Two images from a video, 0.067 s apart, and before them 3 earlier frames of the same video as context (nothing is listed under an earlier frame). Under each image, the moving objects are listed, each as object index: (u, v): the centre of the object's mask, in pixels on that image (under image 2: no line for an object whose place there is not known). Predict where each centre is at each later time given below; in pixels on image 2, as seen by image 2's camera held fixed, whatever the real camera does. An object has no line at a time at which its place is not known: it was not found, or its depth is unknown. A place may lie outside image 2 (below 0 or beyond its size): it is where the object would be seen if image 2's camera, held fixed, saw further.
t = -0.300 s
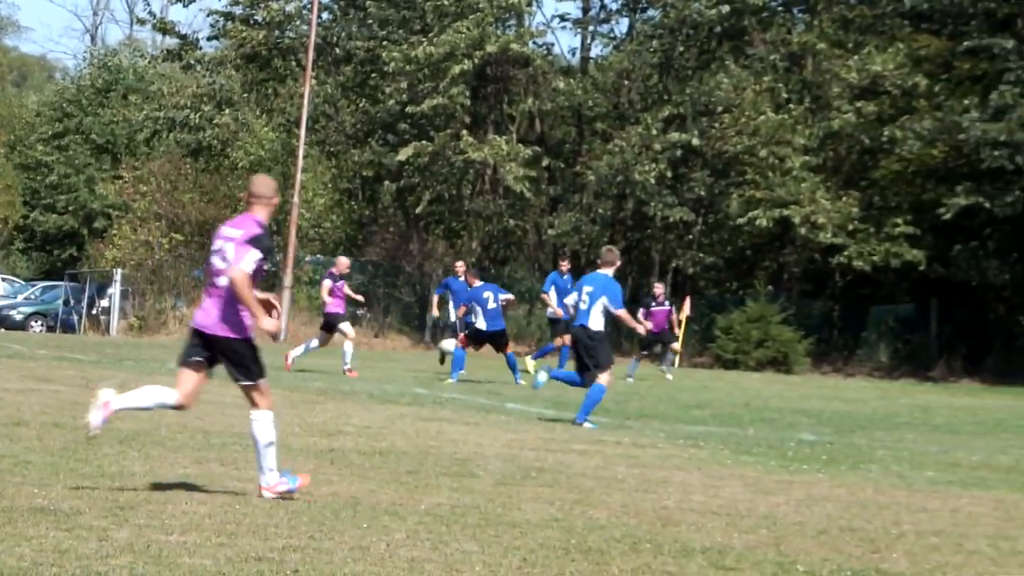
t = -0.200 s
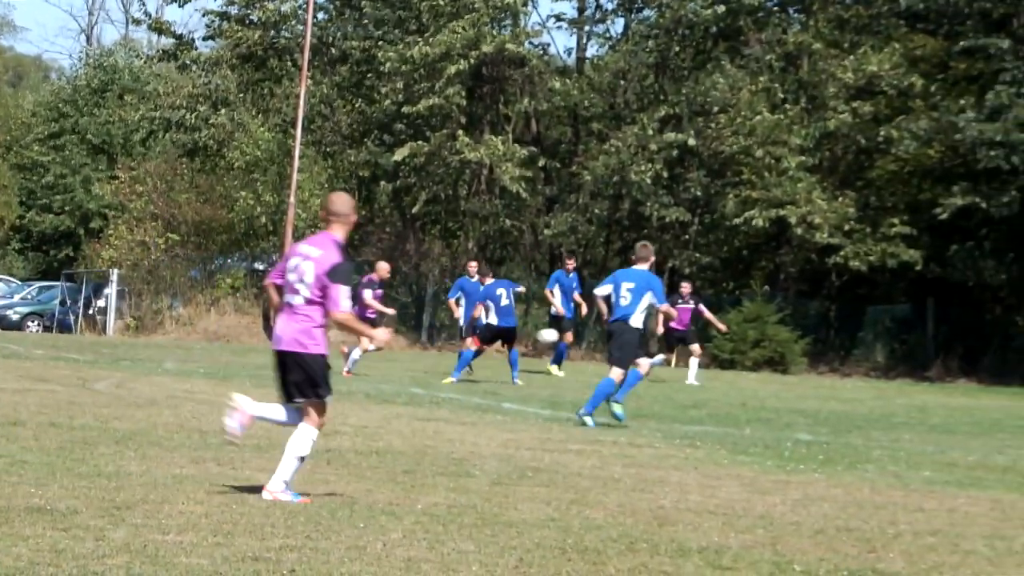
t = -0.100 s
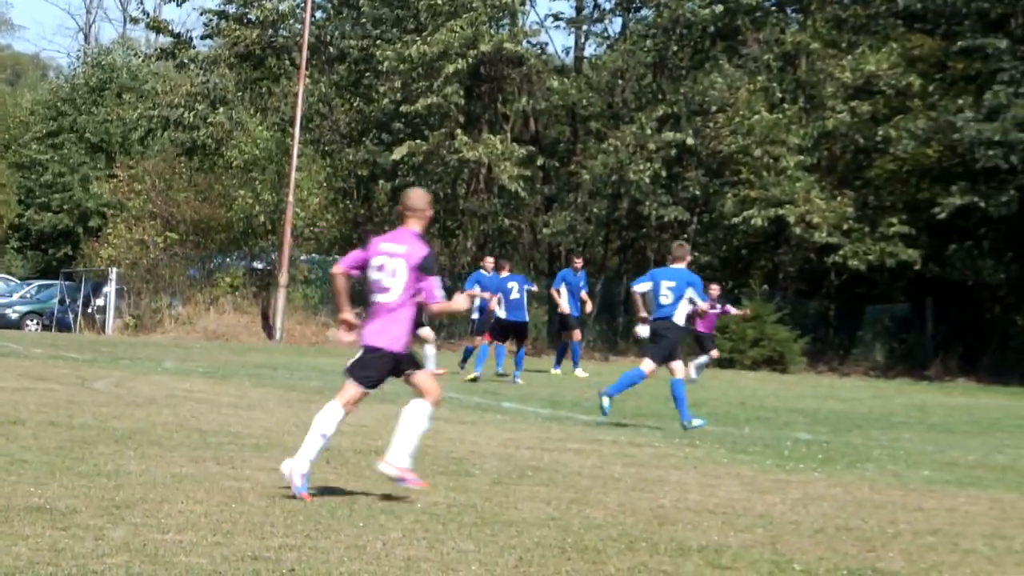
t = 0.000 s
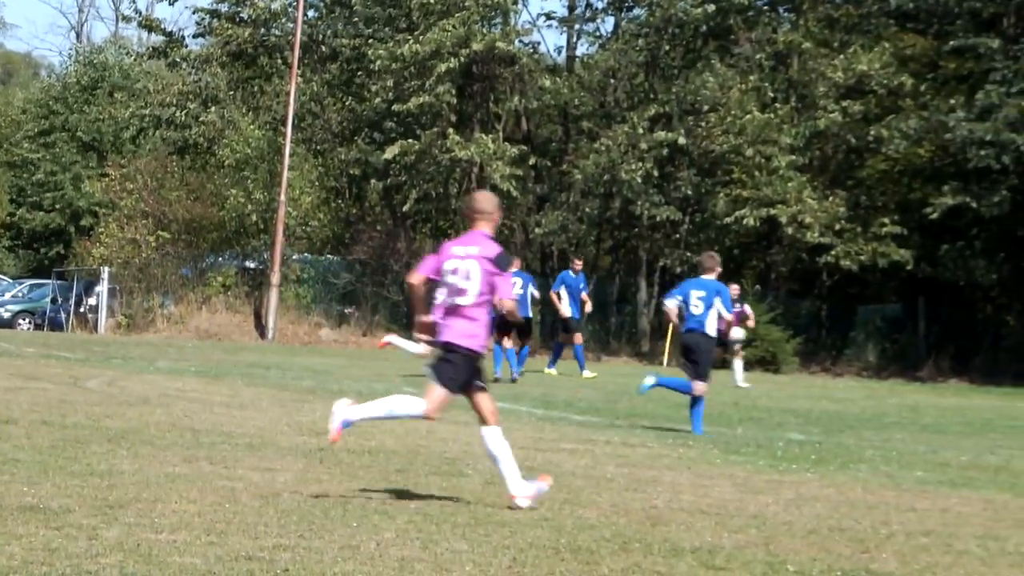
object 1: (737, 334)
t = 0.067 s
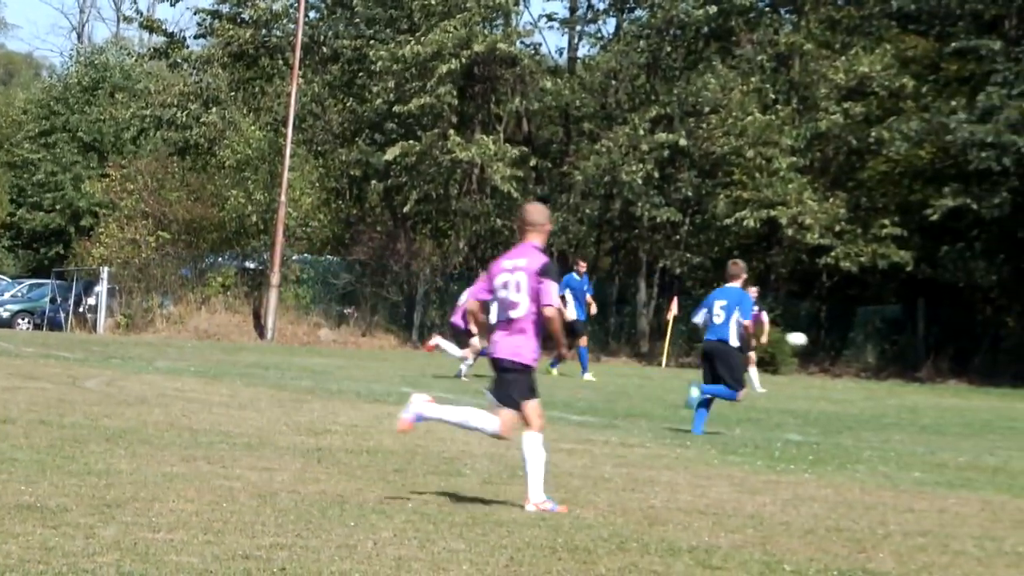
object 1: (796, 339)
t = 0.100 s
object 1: (826, 343)
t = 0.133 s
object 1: (859, 346)
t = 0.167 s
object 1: (888, 351)
